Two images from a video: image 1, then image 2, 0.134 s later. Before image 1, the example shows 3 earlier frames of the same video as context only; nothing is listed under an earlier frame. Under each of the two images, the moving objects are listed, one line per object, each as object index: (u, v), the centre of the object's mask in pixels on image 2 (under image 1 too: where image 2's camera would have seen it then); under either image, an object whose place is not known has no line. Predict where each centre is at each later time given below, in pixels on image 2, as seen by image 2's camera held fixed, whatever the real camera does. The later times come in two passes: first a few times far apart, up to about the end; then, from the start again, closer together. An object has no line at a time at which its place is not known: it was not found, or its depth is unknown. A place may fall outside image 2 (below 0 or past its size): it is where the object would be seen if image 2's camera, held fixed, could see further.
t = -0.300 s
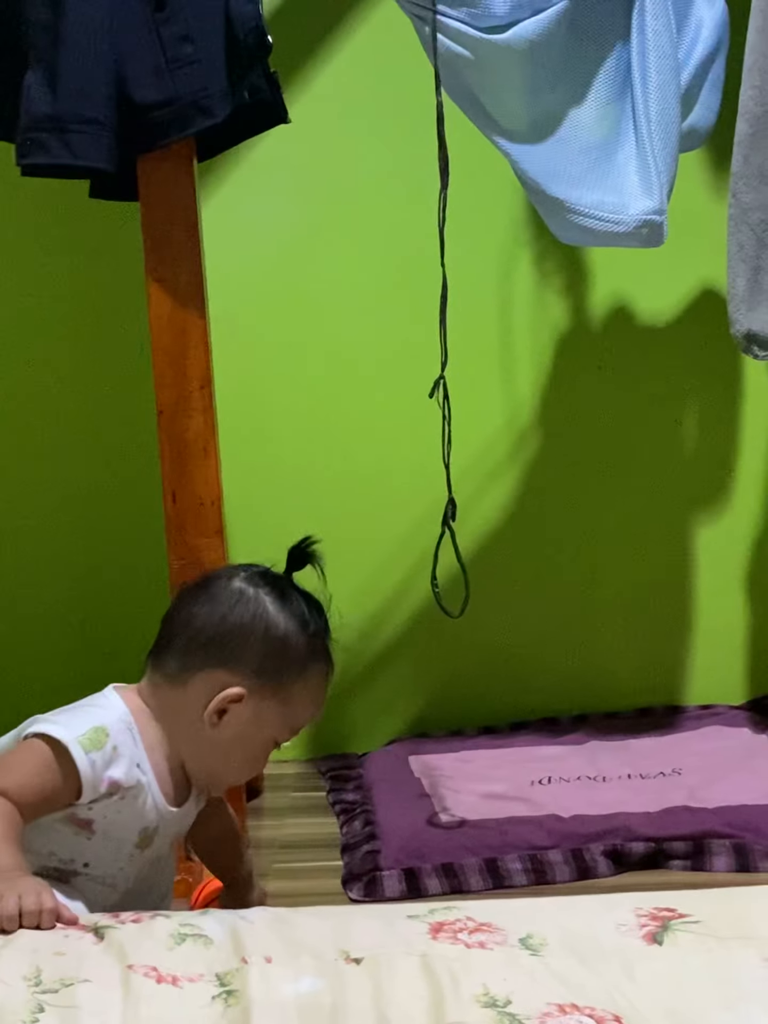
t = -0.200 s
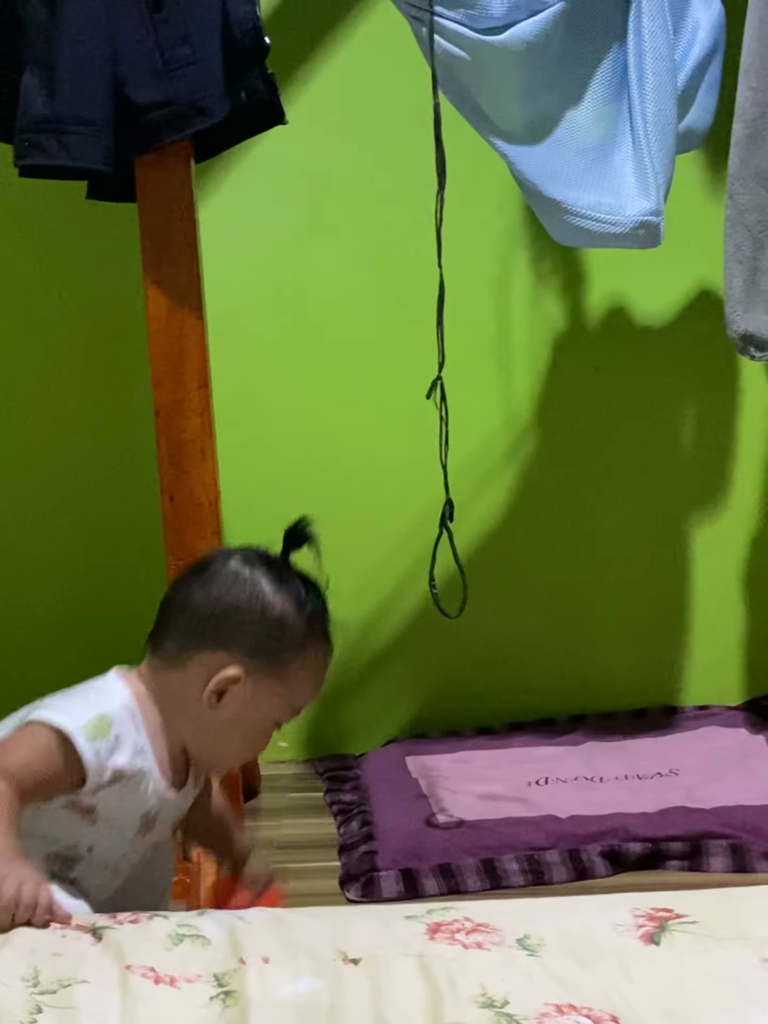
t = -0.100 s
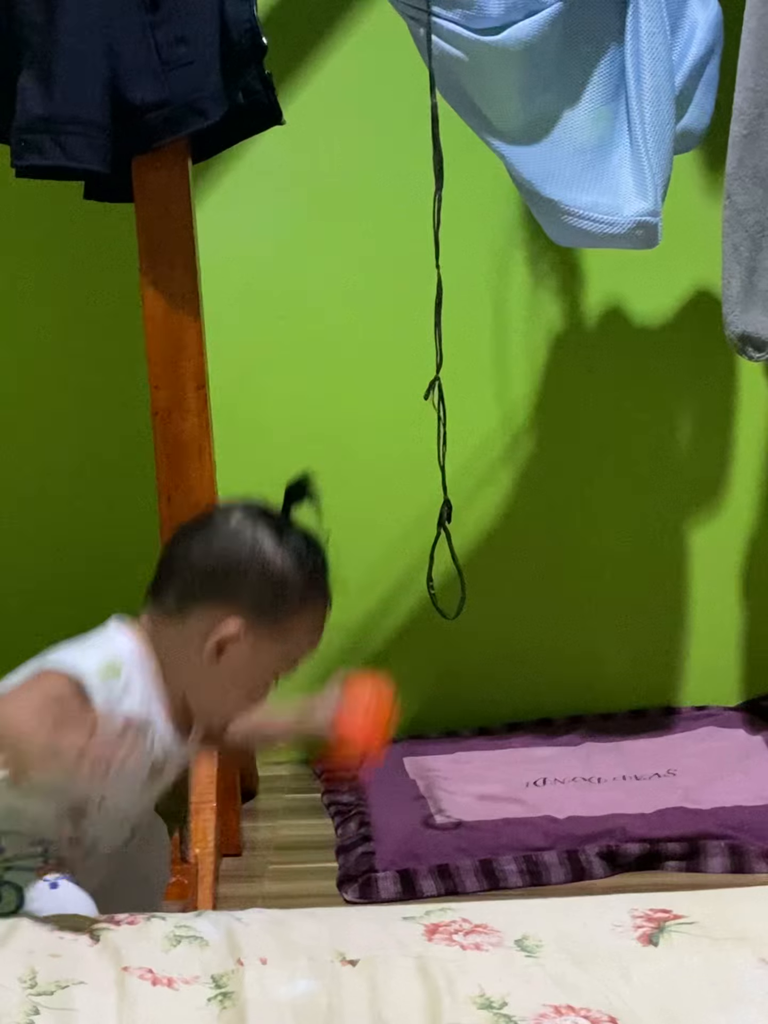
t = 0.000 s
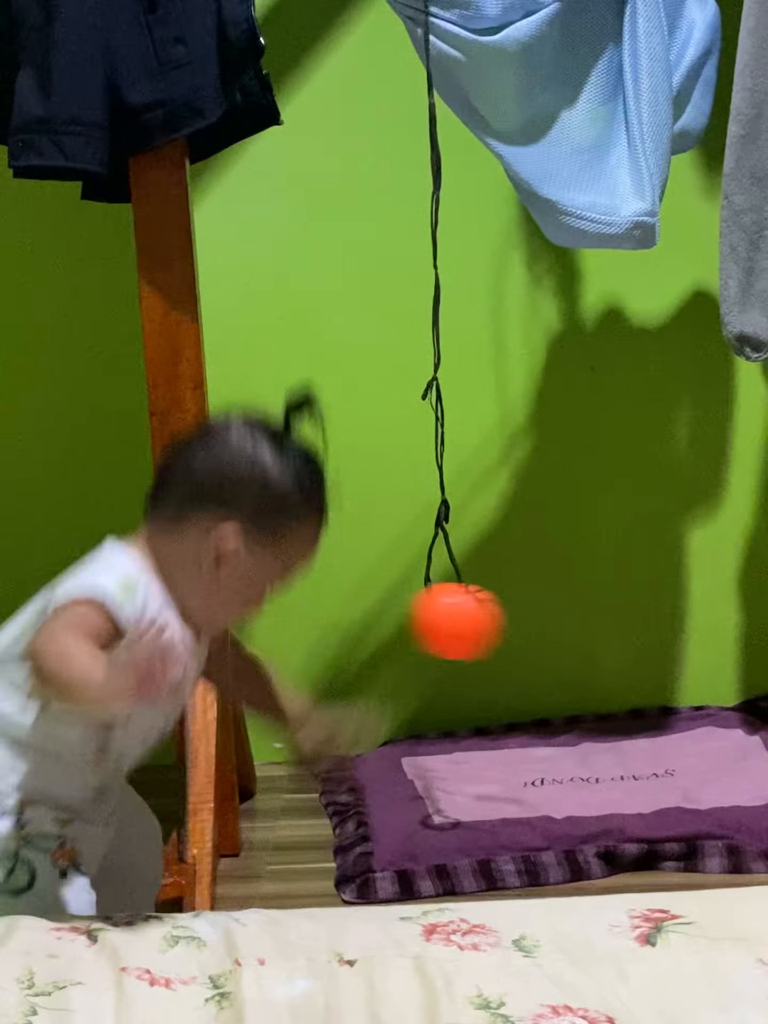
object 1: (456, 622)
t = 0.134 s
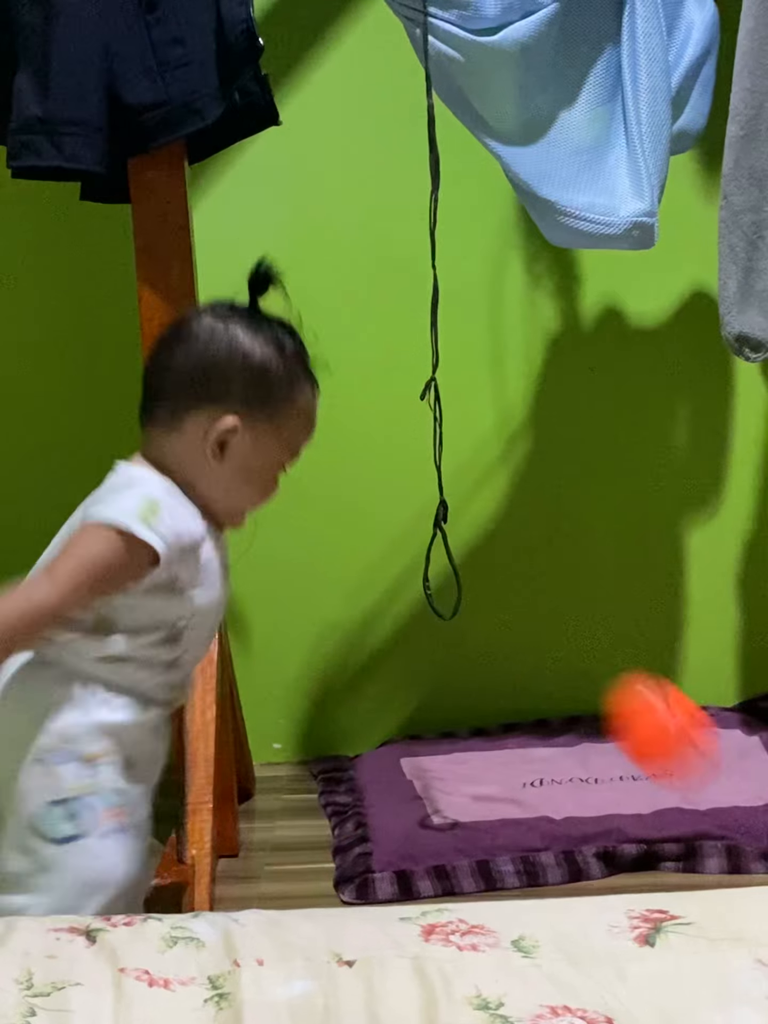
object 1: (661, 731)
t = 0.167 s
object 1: (721, 796)
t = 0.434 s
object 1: (741, 869)
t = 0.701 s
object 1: (751, 814)
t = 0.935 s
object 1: (765, 791)
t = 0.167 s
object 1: (721, 796)
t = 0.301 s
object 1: (749, 815)
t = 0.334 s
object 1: (746, 819)
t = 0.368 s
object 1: (744, 833)
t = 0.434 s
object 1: (741, 869)
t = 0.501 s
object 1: (736, 876)
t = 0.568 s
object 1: (743, 837)
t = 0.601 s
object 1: (745, 815)
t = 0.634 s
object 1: (747, 805)
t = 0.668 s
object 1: (749, 804)
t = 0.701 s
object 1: (751, 814)
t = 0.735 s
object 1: (753, 833)
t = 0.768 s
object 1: (754, 852)
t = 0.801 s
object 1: (755, 843)
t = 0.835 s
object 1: (758, 816)
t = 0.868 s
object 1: (760, 799)
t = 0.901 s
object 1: (762, 791)
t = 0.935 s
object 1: (765, 791)
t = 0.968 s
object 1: (767, 785)
